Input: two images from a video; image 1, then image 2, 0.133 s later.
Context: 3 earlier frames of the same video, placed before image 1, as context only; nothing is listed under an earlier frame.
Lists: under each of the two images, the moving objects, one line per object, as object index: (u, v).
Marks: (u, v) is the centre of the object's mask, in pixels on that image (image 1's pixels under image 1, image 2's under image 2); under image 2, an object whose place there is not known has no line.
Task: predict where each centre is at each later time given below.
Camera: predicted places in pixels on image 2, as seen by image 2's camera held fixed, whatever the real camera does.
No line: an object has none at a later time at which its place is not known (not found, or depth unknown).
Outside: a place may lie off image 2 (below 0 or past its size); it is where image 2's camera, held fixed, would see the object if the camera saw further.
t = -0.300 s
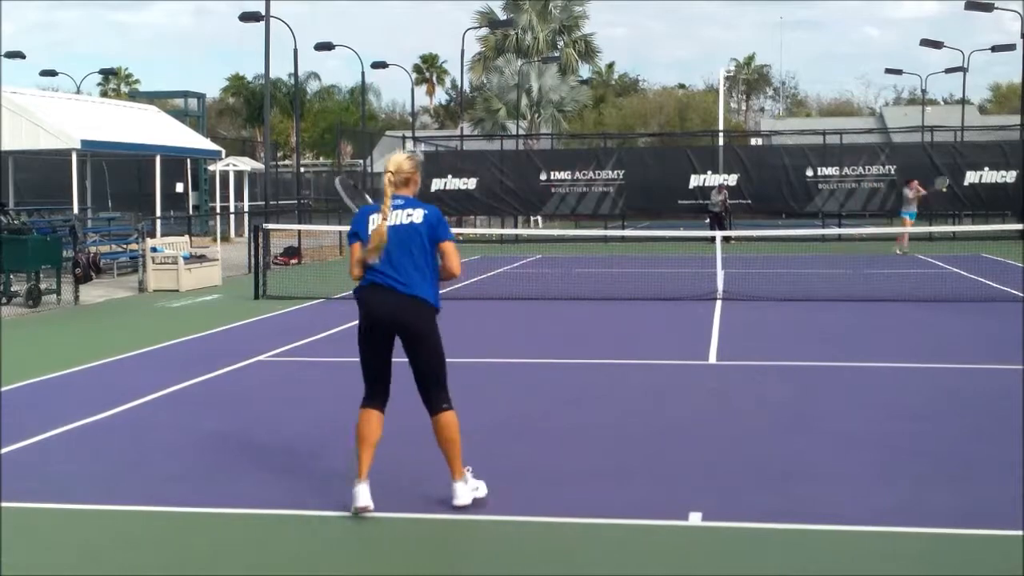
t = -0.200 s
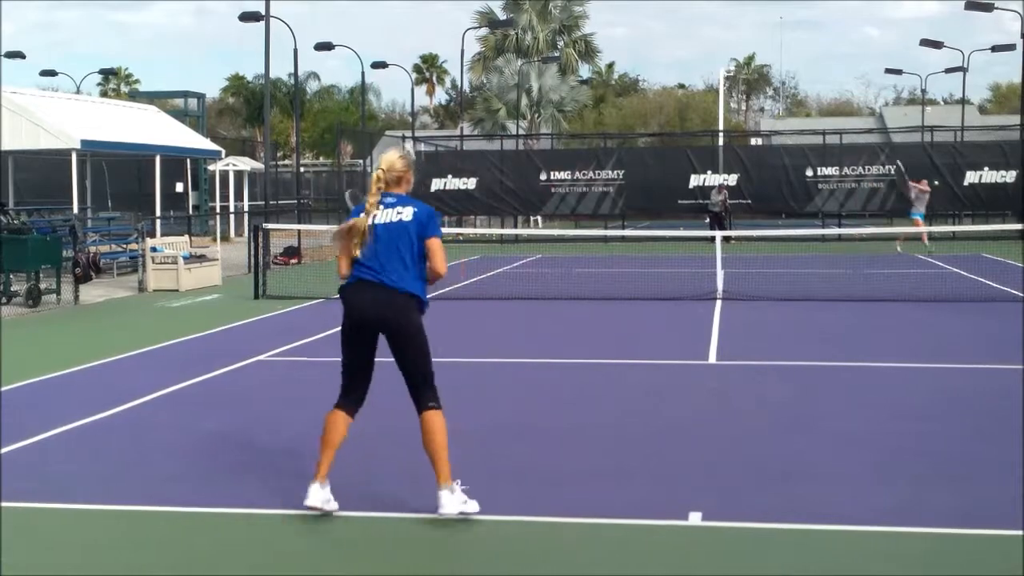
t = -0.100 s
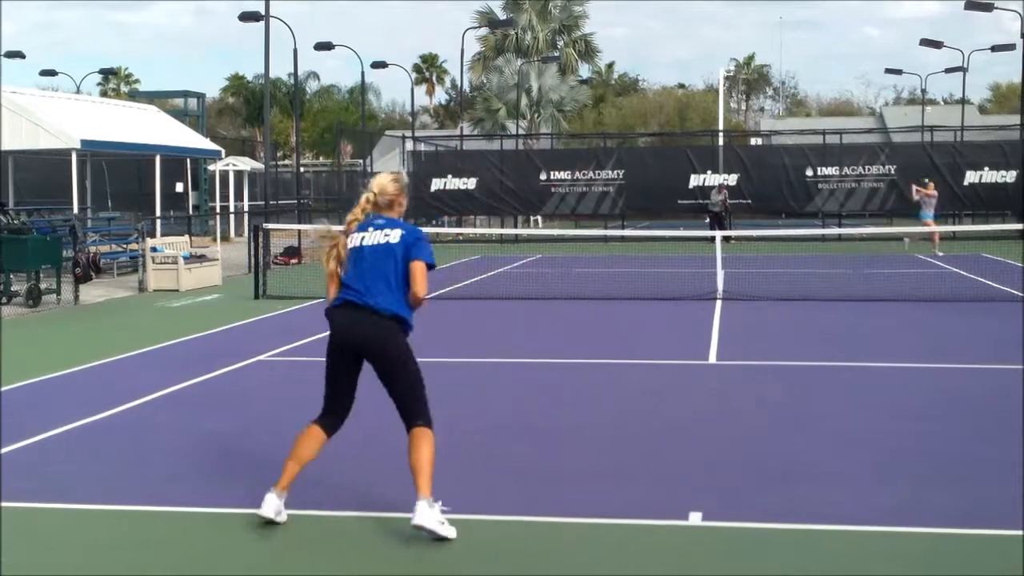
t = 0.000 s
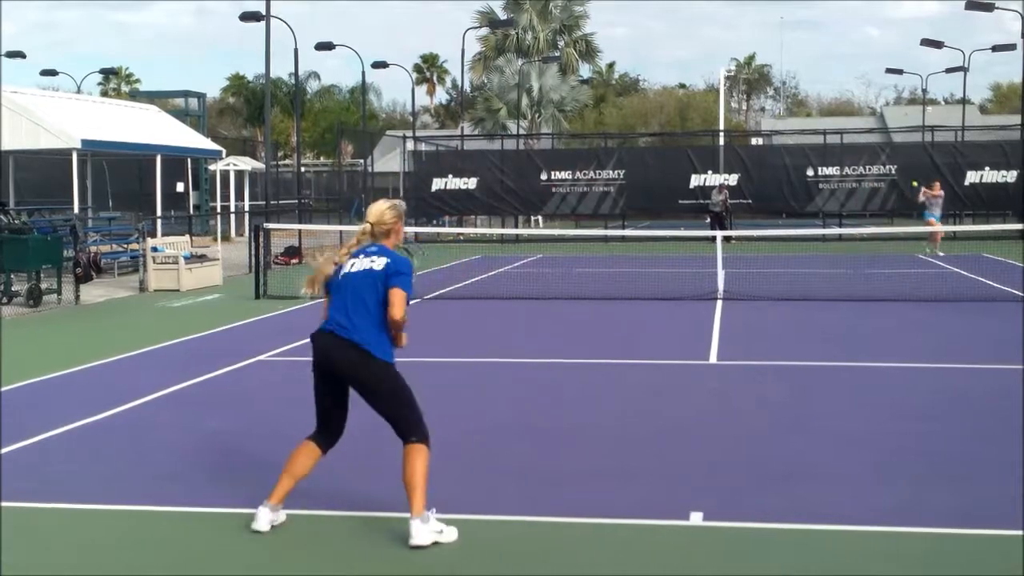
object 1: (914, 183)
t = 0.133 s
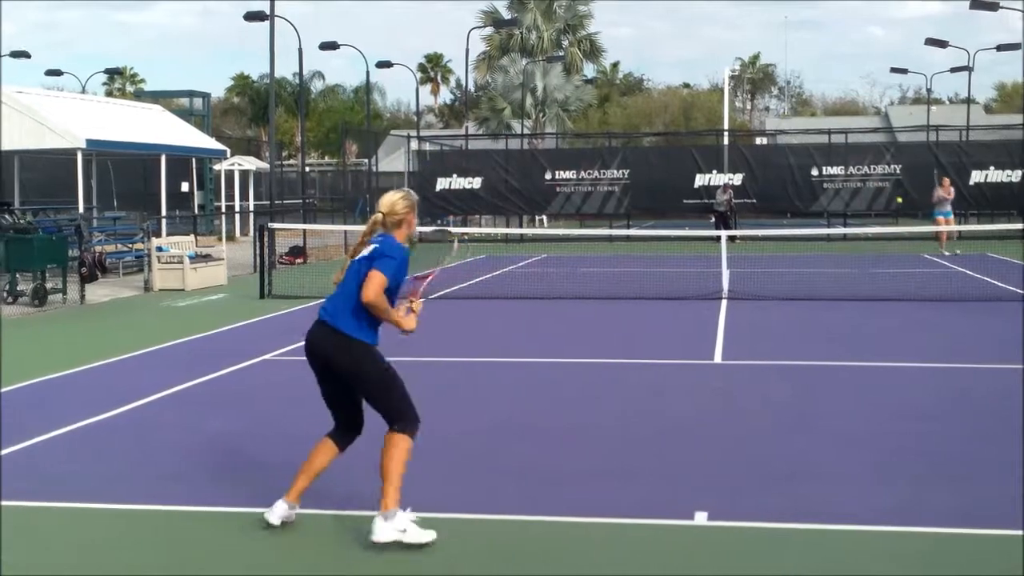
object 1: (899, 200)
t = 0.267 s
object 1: (873, 236)
